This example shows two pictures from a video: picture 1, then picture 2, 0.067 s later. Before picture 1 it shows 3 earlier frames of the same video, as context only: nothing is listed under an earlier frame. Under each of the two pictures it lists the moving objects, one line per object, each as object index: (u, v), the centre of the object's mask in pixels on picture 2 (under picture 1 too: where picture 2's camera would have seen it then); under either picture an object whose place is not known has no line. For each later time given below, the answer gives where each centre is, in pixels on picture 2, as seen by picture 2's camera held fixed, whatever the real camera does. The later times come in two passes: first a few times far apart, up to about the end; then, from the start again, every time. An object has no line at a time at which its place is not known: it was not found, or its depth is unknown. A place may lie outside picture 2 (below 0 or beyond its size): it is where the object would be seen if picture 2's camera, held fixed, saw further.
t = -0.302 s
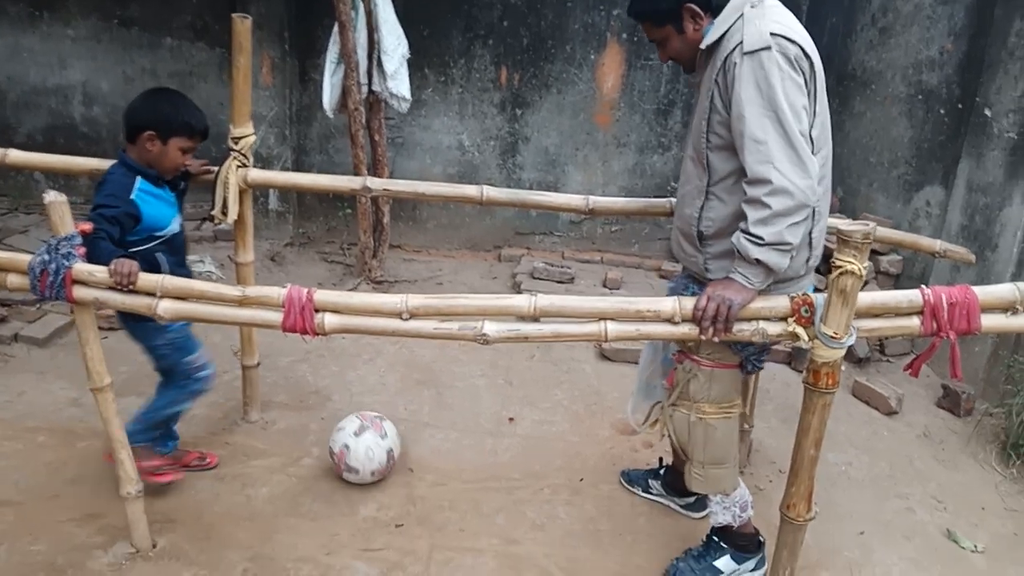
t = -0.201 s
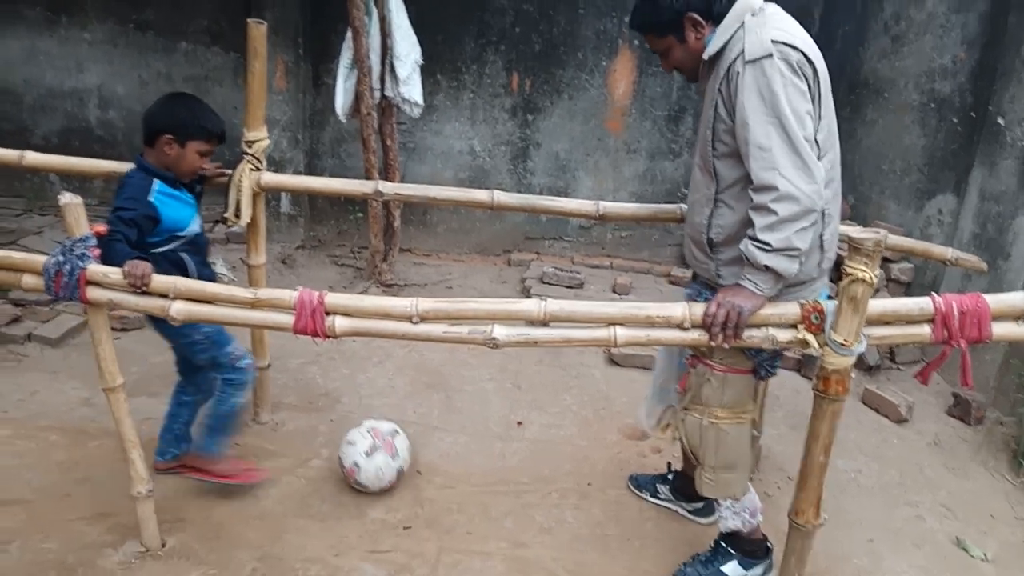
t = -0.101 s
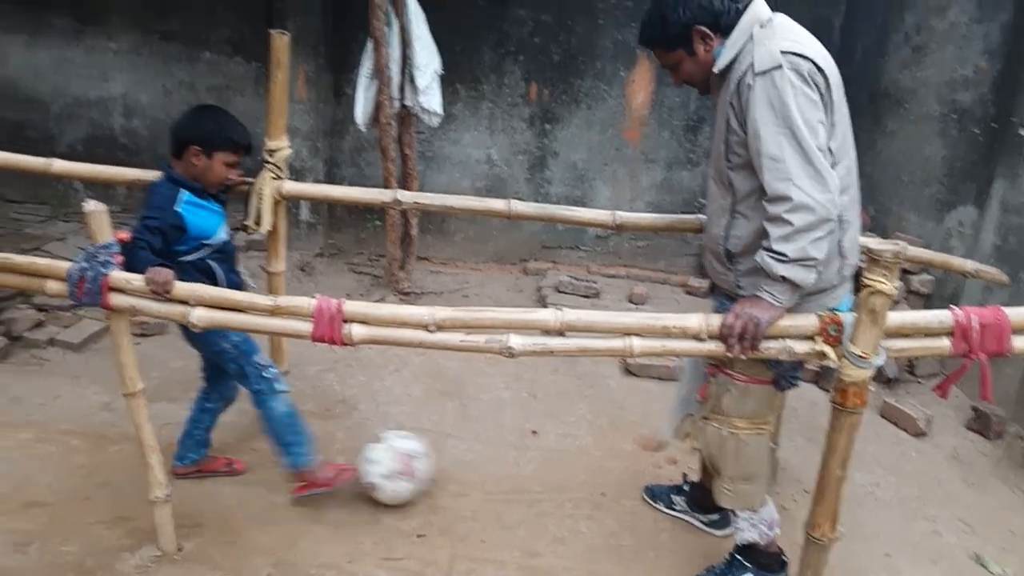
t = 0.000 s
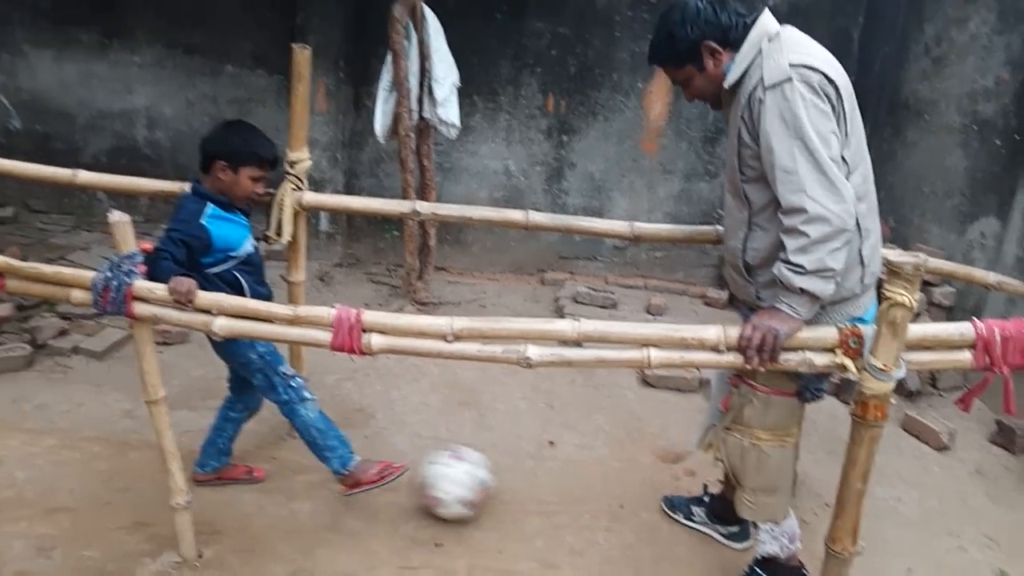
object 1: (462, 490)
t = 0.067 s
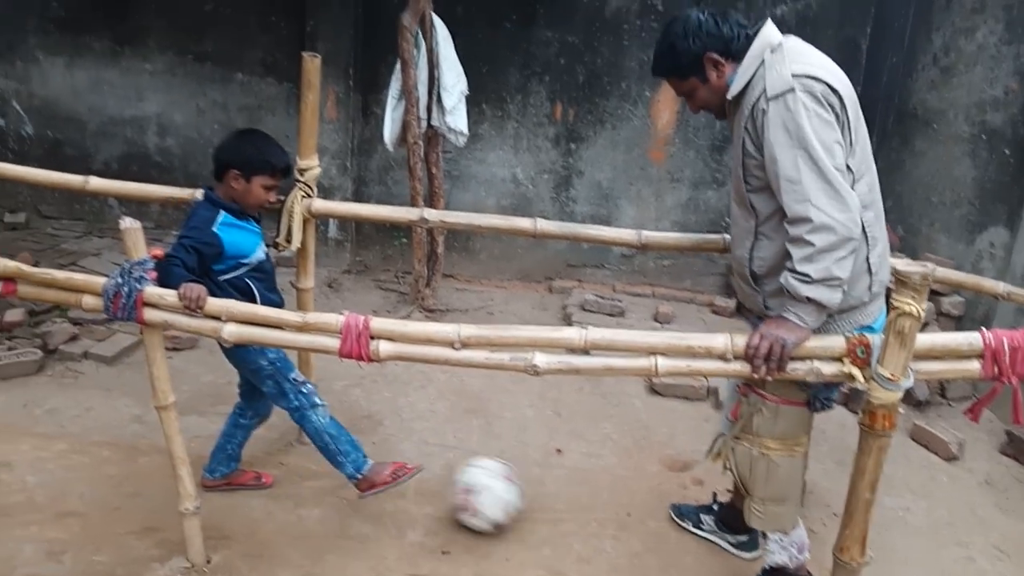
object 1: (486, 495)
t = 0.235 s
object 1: (549, 506)
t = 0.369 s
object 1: (599, 515)
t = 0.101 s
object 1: (498, 497)
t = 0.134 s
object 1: (511, 500)
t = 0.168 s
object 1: (524, 502)
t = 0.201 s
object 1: (537, 504)
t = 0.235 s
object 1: (549, 506)
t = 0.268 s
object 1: (562, 508)
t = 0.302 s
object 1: (575, 511)
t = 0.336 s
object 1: (587, 512)
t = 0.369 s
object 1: (599, 515)
